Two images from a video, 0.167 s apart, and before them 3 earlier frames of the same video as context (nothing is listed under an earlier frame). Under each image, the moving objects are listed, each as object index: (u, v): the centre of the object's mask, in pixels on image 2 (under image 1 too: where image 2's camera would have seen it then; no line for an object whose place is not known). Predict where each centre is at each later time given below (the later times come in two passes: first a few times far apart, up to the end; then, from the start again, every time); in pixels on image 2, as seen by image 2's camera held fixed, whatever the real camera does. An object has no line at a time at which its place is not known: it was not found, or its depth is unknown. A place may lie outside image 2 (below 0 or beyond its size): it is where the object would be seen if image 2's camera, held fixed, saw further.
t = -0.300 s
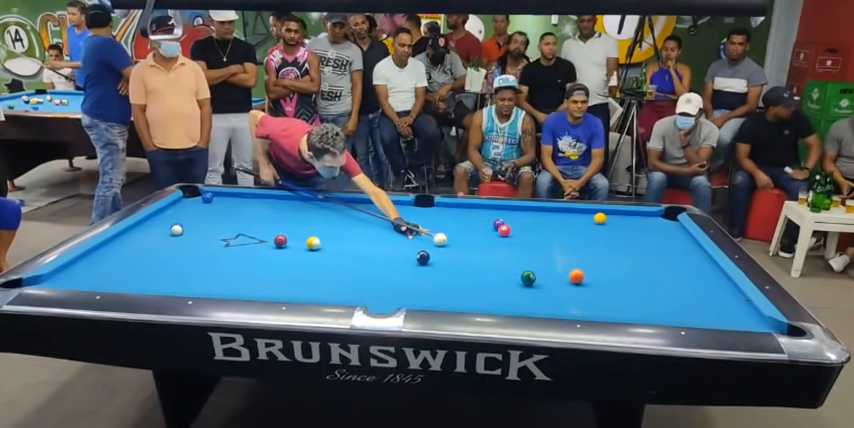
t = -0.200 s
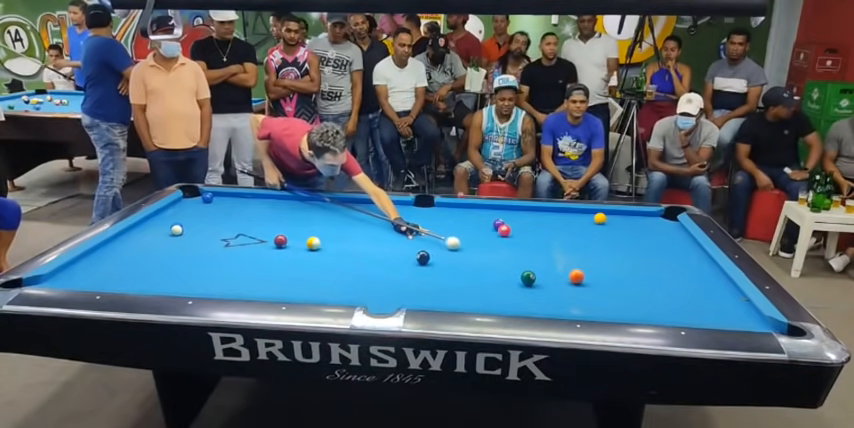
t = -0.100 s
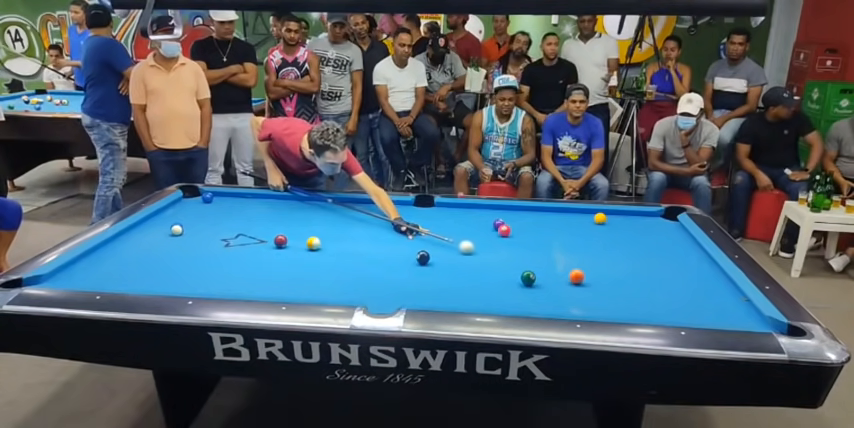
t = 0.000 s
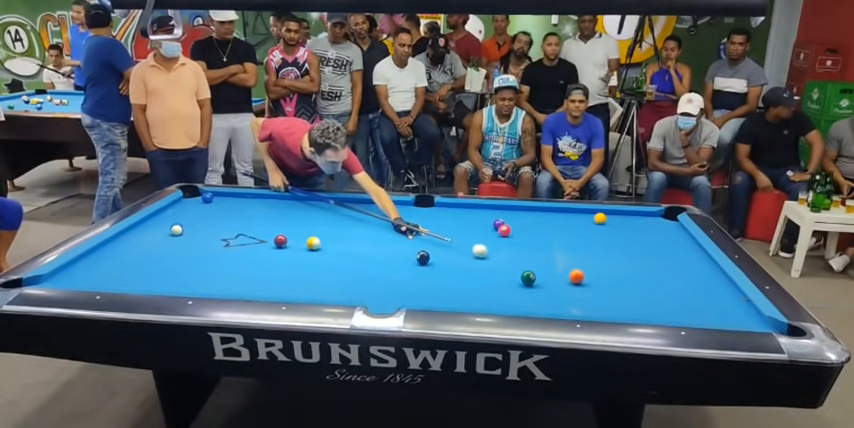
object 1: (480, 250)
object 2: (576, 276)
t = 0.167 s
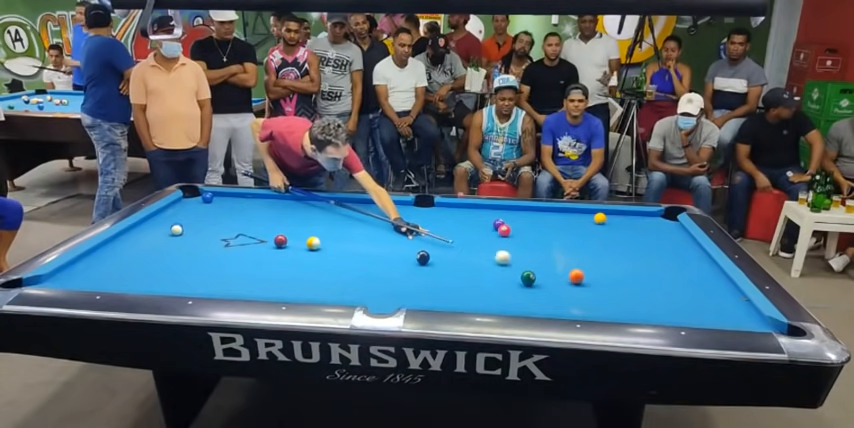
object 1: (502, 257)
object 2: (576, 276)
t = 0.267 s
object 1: (517, 262)
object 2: (576, 277)
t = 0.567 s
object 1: (560, 275)
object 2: (577, 277)
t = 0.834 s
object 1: (567, 282)
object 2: (604, 280)
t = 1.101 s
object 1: (574, 289)
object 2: (628, 284)
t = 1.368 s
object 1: (580, 295)
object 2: (651, 288)
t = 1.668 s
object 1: (587, 302)
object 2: (676, 291)
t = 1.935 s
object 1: (592, 307)
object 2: (696, 294)
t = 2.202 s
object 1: (597, 311)
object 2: (715, 298)
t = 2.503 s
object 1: (599, 311)
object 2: (735, 301)
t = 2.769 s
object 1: (600, 309)
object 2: (741, 302)
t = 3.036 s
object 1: (601, 309)
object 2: (734, 303)
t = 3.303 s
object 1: (602, 309)
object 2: (730, 304)
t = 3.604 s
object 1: (602, 309)
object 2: (726, 304)
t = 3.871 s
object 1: (602, 309)
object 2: (725, 304)
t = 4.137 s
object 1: (602, 309)
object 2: (725, 304)
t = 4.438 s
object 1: (602, 309)
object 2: (726, 304)
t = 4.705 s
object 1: (602, 309)
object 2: (725, 304)
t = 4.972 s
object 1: (602, 309)
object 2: (725, 304)
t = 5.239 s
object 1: (602, 309)
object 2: (725, 304)
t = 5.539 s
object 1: (602, 309)
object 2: (725, 304)
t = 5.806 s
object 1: (602, 309)
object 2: (725, 304)
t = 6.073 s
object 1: (602, 309)
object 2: (725, 304)
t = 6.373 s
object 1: (602, 309)
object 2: (725, 304)
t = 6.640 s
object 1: (602, 309)
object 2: (725, 304)
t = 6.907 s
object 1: (602, 309)
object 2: (725, 304)
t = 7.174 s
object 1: (602, 309)
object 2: (725, 304)
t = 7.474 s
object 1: (602, 309)
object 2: (725, 304)
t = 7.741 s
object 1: (601, 309)
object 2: (725, 304)
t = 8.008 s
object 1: (602, 309)
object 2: (725, 304)
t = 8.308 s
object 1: (602, 309)
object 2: (725, 304)
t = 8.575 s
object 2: (725, 304)
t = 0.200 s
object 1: (507, 259)
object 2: (576, 277)
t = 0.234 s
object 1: (512, 260)
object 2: (576, 277)
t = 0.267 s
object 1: (517, 262)
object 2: (576, 277)
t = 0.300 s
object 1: (521, 263)
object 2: (576, 277)
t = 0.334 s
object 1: (526, 264)
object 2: (576, 277)
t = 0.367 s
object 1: (531, 265)
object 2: (576, 277)
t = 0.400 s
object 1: (536, 267)
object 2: (576, 277)
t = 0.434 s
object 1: (541, 269)
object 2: (576, 277)
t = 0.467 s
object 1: (546, 270)
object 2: (576, 277)
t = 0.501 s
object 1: (551, 272)
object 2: (576, 277)
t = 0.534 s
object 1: (556, 273)
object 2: (576, 277)
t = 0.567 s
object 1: (560, 275)
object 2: (577, 277)
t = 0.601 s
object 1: (561, 276)
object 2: (580, 277)
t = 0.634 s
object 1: (562, 276)
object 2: (585, 278)
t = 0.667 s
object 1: (563, 277)
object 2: (588, 278)
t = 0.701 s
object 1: (564, 278)
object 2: (592, 278)
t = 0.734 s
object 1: (565, 279)
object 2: (594, 279)
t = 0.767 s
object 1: (566, 280)
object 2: (598, 279)
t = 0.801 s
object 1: (566, 281)
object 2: (601, 280)
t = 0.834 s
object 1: (567, 282)
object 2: (604, 280)
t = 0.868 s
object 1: (569, 283)
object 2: (607, 281)
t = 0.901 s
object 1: (569, 284)
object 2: (610, 281)
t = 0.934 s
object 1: (570, 284)
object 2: (613, 282)
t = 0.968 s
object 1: (570, 285)
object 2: (616, 282)
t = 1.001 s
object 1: (571, 286)
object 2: (619, 282)
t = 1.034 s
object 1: (572, 287)
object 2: (622, 283)
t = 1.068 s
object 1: (573, 288)
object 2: (625, 283)
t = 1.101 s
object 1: (574, 289)
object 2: (628, 284)
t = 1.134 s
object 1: (575, 290)
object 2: (631, 284)
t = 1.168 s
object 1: (576, 290)
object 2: (634, 285)
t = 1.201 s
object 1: (577, 292)
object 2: (637, 285)
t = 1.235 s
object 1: (577, 292)
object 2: (640, 286)
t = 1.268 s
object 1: (578, 293)
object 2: (643, 286)
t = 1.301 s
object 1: (579, 294)
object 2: (645, 286)
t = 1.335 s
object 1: (579, 295)
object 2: (649, 287)
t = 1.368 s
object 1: (580, 295)
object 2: (651, 288)
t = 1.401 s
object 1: (581, 296)
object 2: (654, 288)
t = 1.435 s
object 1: (581, 297)
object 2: (657, 288)
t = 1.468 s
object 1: (582, 298)
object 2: (660, 289)
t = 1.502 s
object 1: (583, 298)
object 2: (662, 289)
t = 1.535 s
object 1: (584, 299)
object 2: (665, 290)
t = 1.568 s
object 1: (584, 300)
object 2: (668, 290)
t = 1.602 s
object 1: (585, 301)
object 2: (670, 290)
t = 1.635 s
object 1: (586, 302)
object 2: (673, 291)
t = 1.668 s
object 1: (587, 302)
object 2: (676, 291)
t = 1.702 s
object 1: (587, 303)
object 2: (678, 292)
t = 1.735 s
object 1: (588, 304)
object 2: (681, 292)
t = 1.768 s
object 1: (588, 304)
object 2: (684, 293)
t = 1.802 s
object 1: (589, 305)
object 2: (686, 293)
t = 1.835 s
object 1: (590, 305)
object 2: (689, 293)
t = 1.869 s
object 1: (590, 306)
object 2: (691, 294)
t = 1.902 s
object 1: (591, 306)
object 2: (694, 294)
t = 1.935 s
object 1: (592, 307)
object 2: (696, 294)
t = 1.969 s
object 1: (592, 307)
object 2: (699, 295)
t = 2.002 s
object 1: (593, 308)
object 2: (701, 295)
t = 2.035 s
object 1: (594, 308)
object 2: (704, 296)
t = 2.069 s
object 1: (594, 309)
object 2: (706, 296)
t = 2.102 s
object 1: (595, 309)
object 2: (708, 296)
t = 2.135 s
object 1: (596, 310)
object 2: (711, 297)
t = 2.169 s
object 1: (596, 310)
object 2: (713, 297)
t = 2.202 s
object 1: (597, 311)
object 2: (715, 298)
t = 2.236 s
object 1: (597, 311)
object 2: (717, 298)
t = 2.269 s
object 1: (598, 311)
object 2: (719, 299)
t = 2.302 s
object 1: (598, 312)
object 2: (722, 299)
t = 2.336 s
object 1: (598, 312)
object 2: (724, 299)
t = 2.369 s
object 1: (599, 312)
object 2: (726, 299)
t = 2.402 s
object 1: (599, 311)
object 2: (728, 299)
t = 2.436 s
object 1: (599, 311)
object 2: (730, 300)
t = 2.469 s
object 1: (599, 311)
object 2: (732, 300)
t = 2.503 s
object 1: (599, 311)
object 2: (735, 301)
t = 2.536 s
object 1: (599, 311)
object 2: (736, 301)
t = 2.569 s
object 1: (599, 311)
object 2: (738, 301)
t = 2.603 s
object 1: (599, 310)
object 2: (740, 302)
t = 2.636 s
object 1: (599, 310)
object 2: (742, 302)
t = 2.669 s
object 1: (599, 310)
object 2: (743, 302)
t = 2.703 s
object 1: (600, 310)
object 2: (742, 302)
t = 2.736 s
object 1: (600, 310)
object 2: (742, 302)
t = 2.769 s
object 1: (600, 309)
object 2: (741, 302)
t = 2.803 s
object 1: (600, 309)
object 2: (740, 302)
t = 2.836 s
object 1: (600, 309)
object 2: (740, 303)
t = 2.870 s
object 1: (600, 309)
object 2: (738, 303)
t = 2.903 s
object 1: (600, 309)
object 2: (738, 303)
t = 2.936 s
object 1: (600, 309)
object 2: (737, 303)
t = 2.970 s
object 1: (601, 309)
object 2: (736, 303)
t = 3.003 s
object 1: (601, 309)
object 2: (736, 303)
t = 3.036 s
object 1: (601, 309)
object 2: (734, 303)
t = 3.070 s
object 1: (601, 309)
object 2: (734, 303)
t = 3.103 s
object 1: (601, 309)
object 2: (733, 303)
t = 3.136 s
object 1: (602, 309)
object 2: (732, 303)
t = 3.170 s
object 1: (602, 309)
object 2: (732, 303)
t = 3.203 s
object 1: (602, 309)
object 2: (731, 303)
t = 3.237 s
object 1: (602, 309)
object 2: (731, 303)
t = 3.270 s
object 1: (602, 309)
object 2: (730, 304)
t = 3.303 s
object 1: (602, 309)
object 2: (730, 304)
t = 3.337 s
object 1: (602, 309)
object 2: (729, 304)
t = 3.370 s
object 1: (602, 309)
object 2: (729, 304)
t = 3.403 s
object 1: (602, 309)
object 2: (728, 304)
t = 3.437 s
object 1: (602, 309)
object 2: (728, 304)
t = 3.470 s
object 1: (602, 309)
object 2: (728, 304)
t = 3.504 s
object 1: (602, 309)
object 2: (728, 304)
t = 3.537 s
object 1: (602, 309)
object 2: (727, 304)
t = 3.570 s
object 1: (602, 309)
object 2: (726, 304)
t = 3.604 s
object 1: (602, 309)
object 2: (726, 304)
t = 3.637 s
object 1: (602, 309)
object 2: (726, 304)
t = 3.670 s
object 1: (602, 309)
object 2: (726, 304)
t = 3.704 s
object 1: (602, 309)
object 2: (726, 304)
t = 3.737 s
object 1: (602, 309)
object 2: (726, 304)
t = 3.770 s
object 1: (602, 309)
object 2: (726, 304)
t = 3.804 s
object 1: (602, 309)
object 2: (726, 304)
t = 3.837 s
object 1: (602, 309)
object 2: (725, 304)
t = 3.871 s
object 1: (602, 309)
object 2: (725, 304)
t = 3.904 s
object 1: (602, 309)
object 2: (725, 304)
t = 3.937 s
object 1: (602, 309)
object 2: (726, 304)
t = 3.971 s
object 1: (602, 309)
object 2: (725, 304)
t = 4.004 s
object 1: (602, 309)
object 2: (725, 304)
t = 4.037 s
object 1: (602, 309)
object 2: (725, 304)
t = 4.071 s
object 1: (602, 309)
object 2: (725, 304)
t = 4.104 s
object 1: (602, 309)
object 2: (725, 304)
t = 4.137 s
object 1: (602, 309)
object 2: (725, 304)
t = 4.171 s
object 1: (602, 309)
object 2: (725, 304)
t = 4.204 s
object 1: (602, 309)
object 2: (725, 304)
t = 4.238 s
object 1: (602, 309)
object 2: (725, 304)
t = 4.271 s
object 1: (602, 309)
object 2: (725, 304)
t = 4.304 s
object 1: (602, 309)
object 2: (725, 304)
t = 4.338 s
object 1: (602, 309)
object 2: (725, 304)
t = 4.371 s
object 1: (602, 309)
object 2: (725, 304)
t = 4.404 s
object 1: (602, 309)
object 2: (725, 304)
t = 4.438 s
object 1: (602, 309)
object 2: (726, 304)
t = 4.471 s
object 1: (602, 309)
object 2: (725, 304)
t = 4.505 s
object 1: (602, 309)
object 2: (725, 304)
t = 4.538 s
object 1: (602, 309)
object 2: (725, 304)
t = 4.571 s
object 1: (602, 309)
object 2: (725, 304)
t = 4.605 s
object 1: (602, 309)
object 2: (725, 304)
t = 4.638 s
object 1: (602, 309)
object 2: (725, 304)
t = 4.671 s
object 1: (602, 309)
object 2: (725, 304)
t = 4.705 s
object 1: (602, 309)
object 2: (725, 304)
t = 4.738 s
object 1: (602, 309)
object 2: (725, 304)
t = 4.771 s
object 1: (602, 309)
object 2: (725, 304)
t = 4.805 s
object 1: (602, 309)
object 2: (725, 304)
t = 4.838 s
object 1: (602, 309)
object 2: (725, 304)
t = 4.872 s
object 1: (602, 309)
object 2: (725, 304)
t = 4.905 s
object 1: (602, 309)
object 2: (725, 304)
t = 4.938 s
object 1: (602, 309)
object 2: (725, 304)
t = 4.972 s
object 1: (602, 309)
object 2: (725, 304)
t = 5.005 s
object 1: (602, 309)
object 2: (725, 304)
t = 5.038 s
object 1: (602, 309)
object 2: (725, 304)
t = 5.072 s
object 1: (602, 309)
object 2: (725, 304)
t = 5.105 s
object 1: (602, 309)
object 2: (725, 304)
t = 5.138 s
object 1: (602, 309)
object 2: (725, 304)
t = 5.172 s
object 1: (602, 309)
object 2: (725, 304)
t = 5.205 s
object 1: (602, 309)
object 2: (725, 304)
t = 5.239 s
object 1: (602, 309)
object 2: (725, 304)
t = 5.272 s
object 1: (602, 309)
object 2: (725, 304)
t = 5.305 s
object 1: (602, 309)
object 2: (725, 304)
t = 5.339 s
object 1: (602, 309)
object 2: (725, 304)
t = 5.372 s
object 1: (602, 309)
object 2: (725, 304)
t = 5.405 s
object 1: (602, 309)
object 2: (725, 304)
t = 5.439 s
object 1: (602, 309)
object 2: (725, 304)
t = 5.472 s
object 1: (602, 309)
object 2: (725, 304)
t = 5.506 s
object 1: (602, 309)
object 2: (725, 304)
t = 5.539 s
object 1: (602, 309)
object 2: (725, 304)
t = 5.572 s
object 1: (602, 309)
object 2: (725, 304)
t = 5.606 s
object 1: (602, 309)
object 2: (725, 304)
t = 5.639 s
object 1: (602, 309)
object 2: (725, 304)
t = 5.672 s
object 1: (602, 309)
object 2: (725, 304)
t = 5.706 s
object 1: (602, 309)
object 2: (725, 304)
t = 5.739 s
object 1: (602, 309)
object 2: (725, 304)
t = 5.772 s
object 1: (602, 309)
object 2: (725, 304)
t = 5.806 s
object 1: (602, 309)
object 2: (725, 304)
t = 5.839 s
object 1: (602, 309)
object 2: (725, 304)
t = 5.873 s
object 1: (602, 309)
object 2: (725, 304)
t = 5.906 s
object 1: (602, 309)
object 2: (725, 304)
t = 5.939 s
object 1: (602, 309)
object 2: (725, 304)
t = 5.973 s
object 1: (602, 309)
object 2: (725, 304)
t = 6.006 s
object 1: (602, 309)
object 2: (725, 304)
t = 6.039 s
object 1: (602, 309)
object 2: (725, 304)
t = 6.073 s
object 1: (602, 309)
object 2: (725, 304)
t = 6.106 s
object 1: (602, 309)
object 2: (725, 304)
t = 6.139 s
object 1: (602, 309)
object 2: (725, 304)
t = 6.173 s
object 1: (602, 309)
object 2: (725, 304)
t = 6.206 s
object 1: (602, 309)
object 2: (725, 304)
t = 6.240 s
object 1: (602, 309)
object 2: (725, 304)
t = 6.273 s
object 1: (602, 309)
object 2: (725, 304)
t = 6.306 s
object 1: (602, 309)
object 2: (725, 304)
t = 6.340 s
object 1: (602, 309)
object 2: (725, 304)
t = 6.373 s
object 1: (602, 309)
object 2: (725, 304)
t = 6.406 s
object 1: (602, 309)
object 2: (726, 304)
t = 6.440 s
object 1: (602, 309)
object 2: (725, 304)
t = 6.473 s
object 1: (602, 309)
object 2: (725, 304)
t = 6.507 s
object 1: (602, 309)
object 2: (725, 304)
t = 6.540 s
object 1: (602, 309)
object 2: (725, 304)
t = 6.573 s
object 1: (602, 309)
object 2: (725, 304)
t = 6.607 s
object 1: (602, 309)
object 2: (725, 304)
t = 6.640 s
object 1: (602, 309)
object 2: (725, 304)
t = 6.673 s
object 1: (602, 309)
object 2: (725, 304)
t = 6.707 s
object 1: (602, 309)
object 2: (725, 304)
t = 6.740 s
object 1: (602, 309)
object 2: (725, 304)
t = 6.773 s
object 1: (602, 309)
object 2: (725, 304)
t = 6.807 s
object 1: (602, 309)
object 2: (725, 304)
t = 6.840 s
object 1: (602, 309)
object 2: (725, 304)
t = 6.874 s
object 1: (602, 309)
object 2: (725, 304)
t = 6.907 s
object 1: (602, 309)
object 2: (725, 304)
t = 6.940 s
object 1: (602, 309)
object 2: (725, 304)
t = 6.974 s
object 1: (602, 309)
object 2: (725, 304)
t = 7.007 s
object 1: (602, 309)
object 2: (725, 304)
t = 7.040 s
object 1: (602, 309)
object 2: (725, 304)
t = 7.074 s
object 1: (602, 309)
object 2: (725, 304)
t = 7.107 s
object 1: (602, 309)
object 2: (725, 304)
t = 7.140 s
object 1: (602, 309)
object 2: (725, 304)
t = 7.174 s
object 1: (602, 309)
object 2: (725, 304)
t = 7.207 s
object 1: (602, 309)
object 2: (725, 304)
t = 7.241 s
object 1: (602, 309)
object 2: (725, 304)
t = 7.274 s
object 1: (602, 309)
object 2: (725, 304)
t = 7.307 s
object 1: (602, 309)
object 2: (725, 304)
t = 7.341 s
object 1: (602, 309)
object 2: (725, 304)
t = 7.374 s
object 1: (602, 309)
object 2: (725, 304)
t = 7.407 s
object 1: (602, 309)
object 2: (725, 304)
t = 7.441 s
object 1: (602, 309)
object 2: (725, 304)
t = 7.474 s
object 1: (602, 309)
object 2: (725, 304)
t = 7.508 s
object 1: (602, 309)
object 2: (725, 304)
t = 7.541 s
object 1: (602, 309)
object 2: (725, 304)
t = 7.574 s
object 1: (602, 309)
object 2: (725, 304)
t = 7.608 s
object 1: (602, 309)
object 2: (725, 304)
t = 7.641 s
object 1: (602, 309)
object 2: (725, 304)
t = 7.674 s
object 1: (602, 309)
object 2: (725, 304)
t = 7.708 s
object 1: (602, 309)
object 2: (725, 304)
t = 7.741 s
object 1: (601, 309)
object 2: (725, 304)
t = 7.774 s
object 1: (602, 309)
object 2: (725, 304)
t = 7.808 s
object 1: (602, 309)
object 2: (725, 304)
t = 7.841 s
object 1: (602, 309)
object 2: (725, 304)
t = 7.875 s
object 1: (602, 309)
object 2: (725, 304)
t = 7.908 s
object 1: (602, 309)
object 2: (725, 304)
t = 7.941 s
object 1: (601, 309)
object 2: (725, 304)
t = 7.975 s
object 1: (602, 309)
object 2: (725, 304)
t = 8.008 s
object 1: (602, 309)
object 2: (725, 304)
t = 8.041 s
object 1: (601, 309)
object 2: (725, 304)
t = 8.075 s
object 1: (602, 309)
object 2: (725, 304)
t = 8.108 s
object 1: (602, 309)
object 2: (725, 304)
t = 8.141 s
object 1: (602, 309)
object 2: (725, 304)
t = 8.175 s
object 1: (602, 309)
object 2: (725, 304)
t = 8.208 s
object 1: (602, 309)
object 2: (725, 304)
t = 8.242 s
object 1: (602, 309)
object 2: (725, 304)
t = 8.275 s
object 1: (602, 309)
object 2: (725, 304)
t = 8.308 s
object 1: (602, 309)
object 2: (725, 304)
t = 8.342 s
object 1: (602, 309)
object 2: (725, 304)
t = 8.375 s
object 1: (602, 309)
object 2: (725, 304)
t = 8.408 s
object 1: (602, 309)
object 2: (725, 304)
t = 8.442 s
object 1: (602, 309)
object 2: (725, 304)
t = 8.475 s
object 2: (725, 304)
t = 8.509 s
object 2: (725, 304)
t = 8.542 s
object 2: (725, 304)
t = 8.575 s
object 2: (725, 304)
